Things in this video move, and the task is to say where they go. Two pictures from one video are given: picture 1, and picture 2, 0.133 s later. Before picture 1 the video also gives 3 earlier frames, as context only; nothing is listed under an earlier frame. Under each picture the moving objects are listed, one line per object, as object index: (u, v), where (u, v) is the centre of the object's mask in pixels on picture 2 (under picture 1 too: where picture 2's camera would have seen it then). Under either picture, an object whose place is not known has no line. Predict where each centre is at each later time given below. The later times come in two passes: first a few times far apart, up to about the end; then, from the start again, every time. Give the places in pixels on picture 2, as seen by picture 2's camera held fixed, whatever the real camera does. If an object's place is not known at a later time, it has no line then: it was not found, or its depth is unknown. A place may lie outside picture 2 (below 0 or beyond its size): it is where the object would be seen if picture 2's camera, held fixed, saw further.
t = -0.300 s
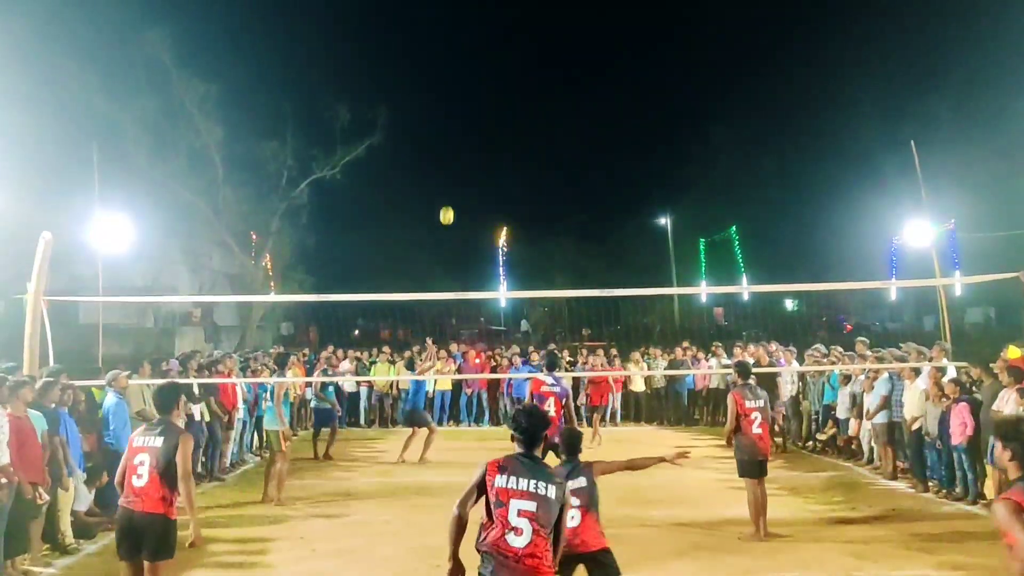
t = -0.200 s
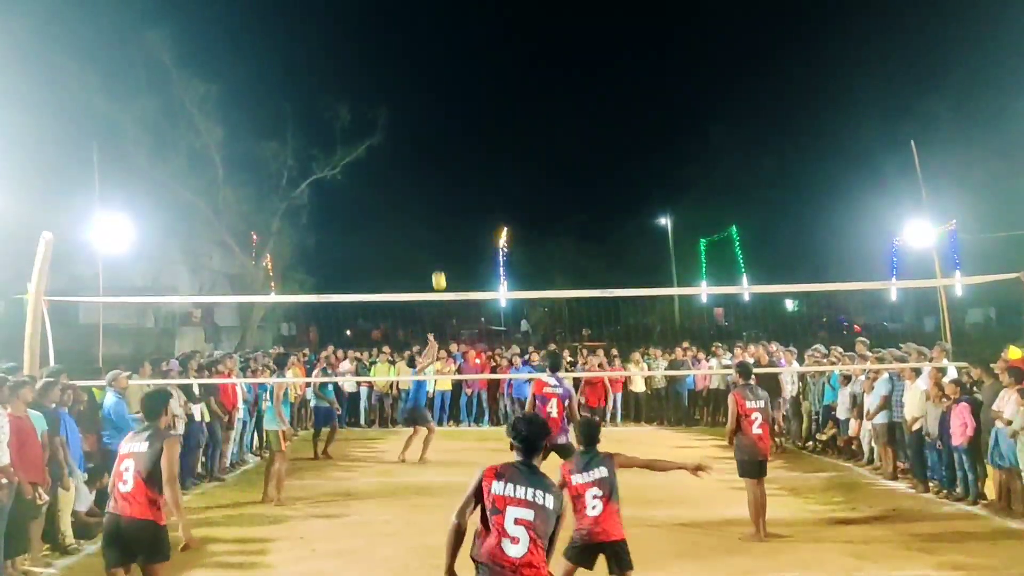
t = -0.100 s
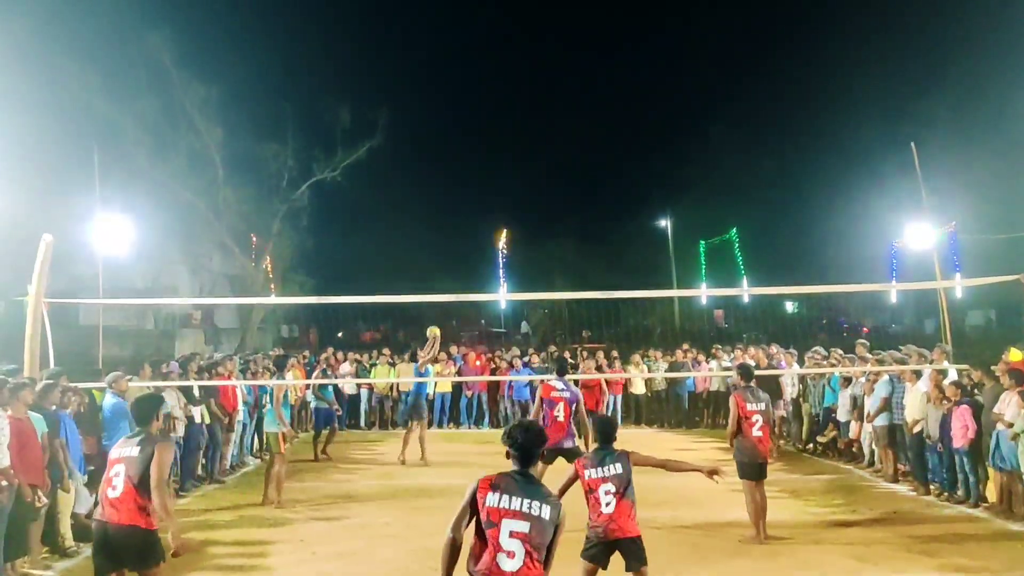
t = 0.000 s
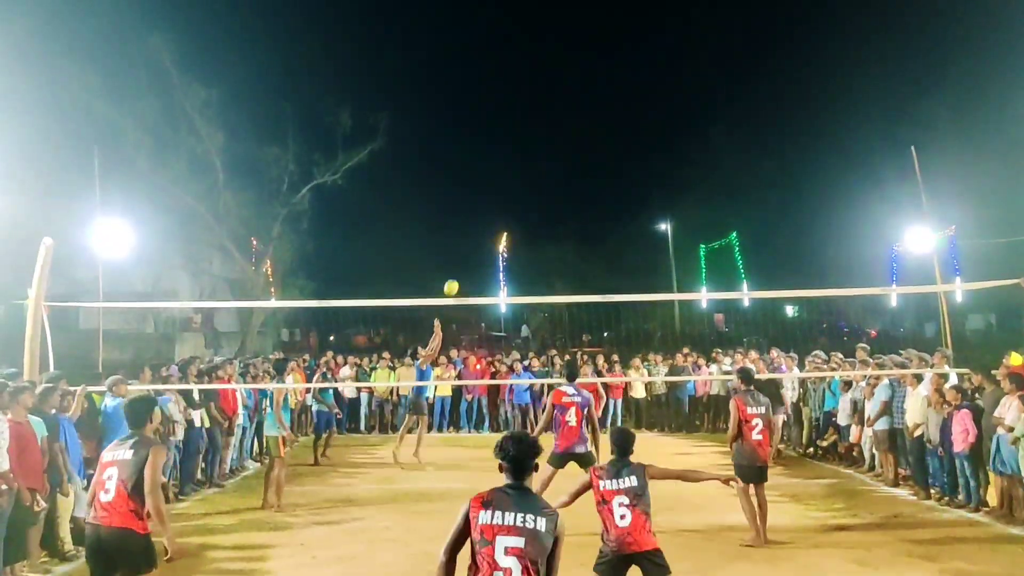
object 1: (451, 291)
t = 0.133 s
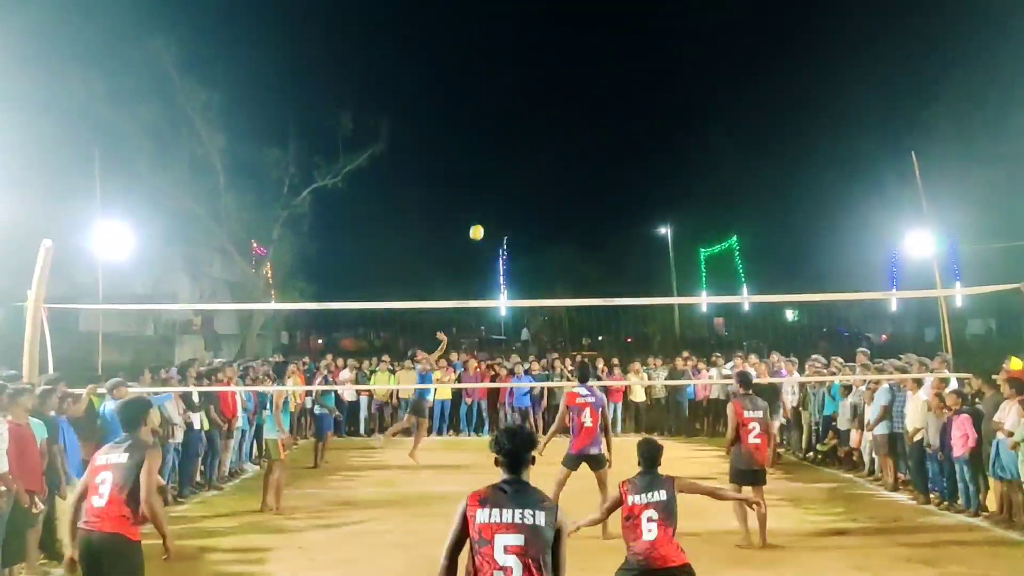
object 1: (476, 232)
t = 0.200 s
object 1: (489, 208)
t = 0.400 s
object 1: (526, 148)
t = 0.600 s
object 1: (565, 114)
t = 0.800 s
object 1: (605, 106)
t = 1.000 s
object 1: (646, 124)
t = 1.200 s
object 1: (688, 172)
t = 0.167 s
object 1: (483, 220)
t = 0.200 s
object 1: (489, 208)
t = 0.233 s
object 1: (495, 196)
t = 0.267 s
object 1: (502, 185)
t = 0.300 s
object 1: (508, 175)
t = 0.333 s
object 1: (514, 165)
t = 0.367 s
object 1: (520, 156)
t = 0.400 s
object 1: (526, 148)
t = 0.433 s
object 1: (533, 141)
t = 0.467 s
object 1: (539, 134)
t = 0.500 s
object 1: (545, 128)
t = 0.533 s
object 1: (552, 123)
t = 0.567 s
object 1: (558, 118)
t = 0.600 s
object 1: (565, 114)
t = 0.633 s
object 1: (572, 111)
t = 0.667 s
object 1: (578, 108)
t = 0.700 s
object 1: (585, 106)
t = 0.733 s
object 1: (591, 105)
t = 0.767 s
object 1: (598, 105)
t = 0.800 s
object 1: (605, 106)
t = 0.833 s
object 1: (611, 107)
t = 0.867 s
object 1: (618, 109)
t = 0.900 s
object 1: (625, 111)
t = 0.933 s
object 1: (632, 115)
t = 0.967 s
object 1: (639, 119)
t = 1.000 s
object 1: (646, 124)
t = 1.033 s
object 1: (653, 130)
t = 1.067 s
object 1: (660, 136)
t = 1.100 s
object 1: (667, 144)
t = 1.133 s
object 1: (674, 152)
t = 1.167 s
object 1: (681, 161)
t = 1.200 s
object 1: (688, 172)
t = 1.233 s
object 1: (695, 182)
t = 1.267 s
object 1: (701, 194)
